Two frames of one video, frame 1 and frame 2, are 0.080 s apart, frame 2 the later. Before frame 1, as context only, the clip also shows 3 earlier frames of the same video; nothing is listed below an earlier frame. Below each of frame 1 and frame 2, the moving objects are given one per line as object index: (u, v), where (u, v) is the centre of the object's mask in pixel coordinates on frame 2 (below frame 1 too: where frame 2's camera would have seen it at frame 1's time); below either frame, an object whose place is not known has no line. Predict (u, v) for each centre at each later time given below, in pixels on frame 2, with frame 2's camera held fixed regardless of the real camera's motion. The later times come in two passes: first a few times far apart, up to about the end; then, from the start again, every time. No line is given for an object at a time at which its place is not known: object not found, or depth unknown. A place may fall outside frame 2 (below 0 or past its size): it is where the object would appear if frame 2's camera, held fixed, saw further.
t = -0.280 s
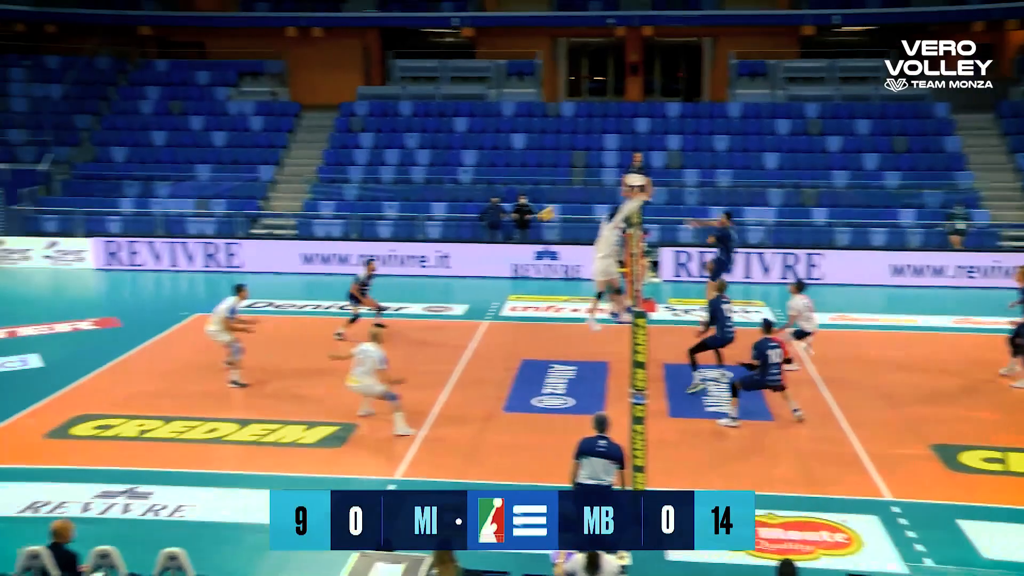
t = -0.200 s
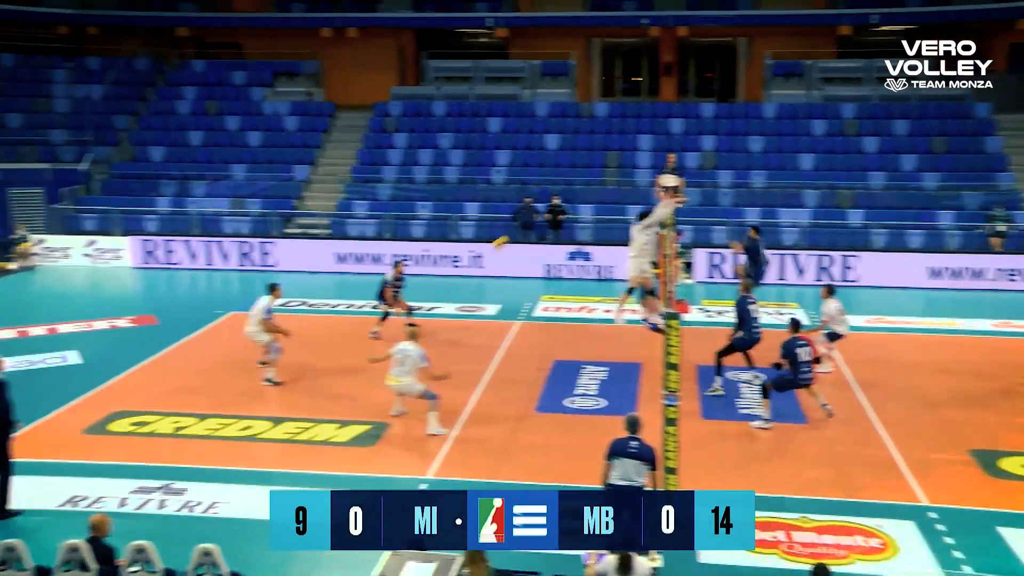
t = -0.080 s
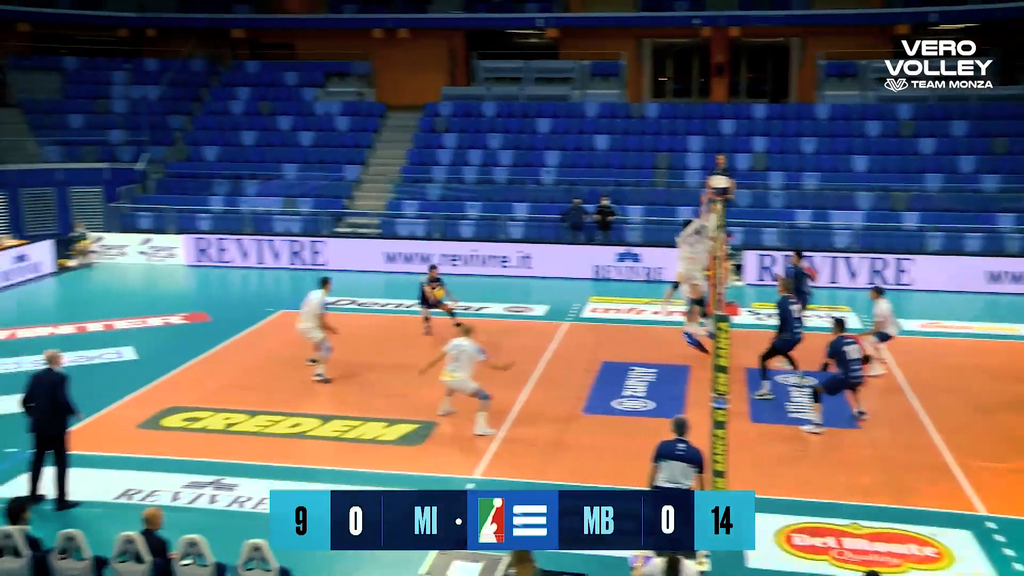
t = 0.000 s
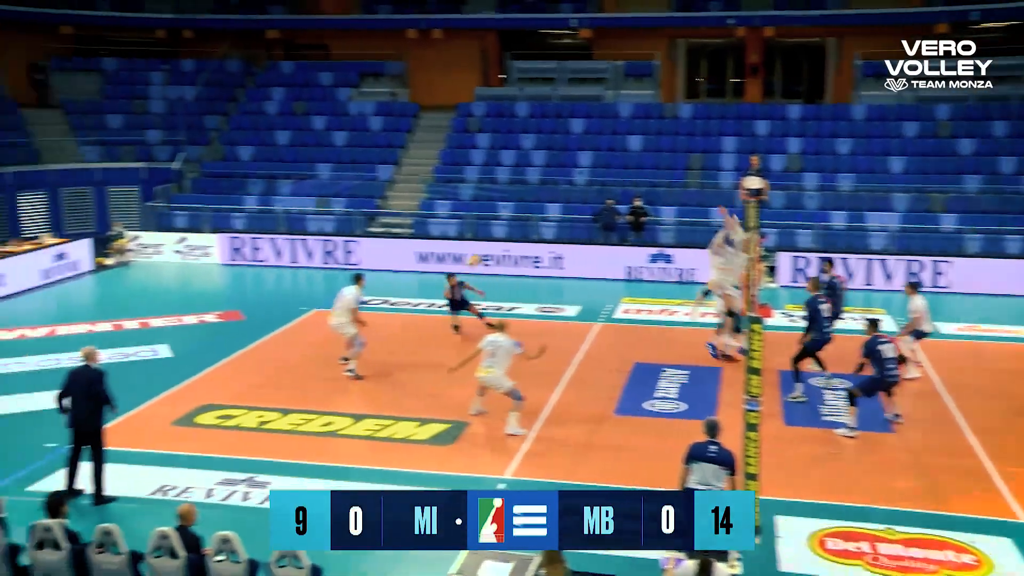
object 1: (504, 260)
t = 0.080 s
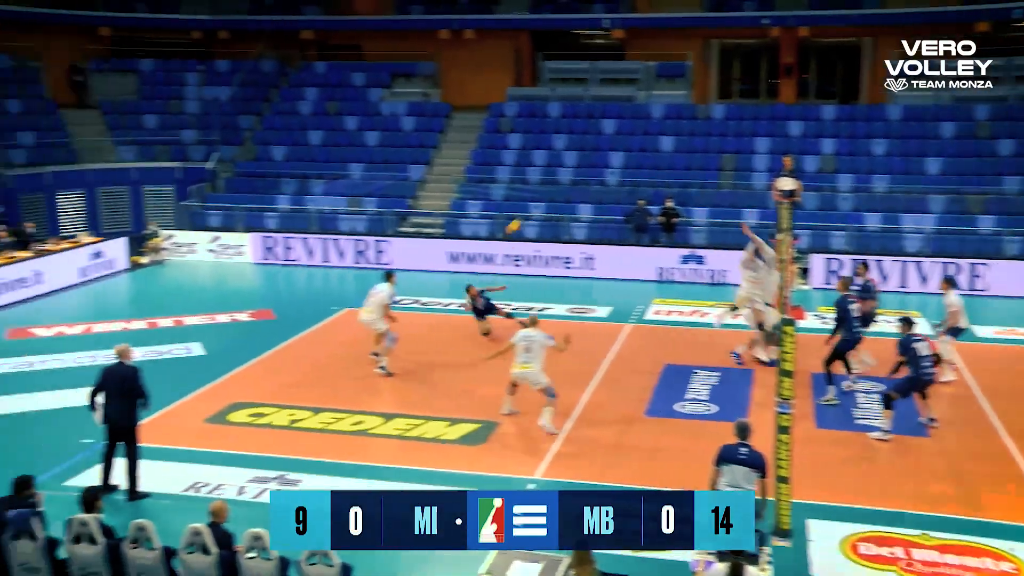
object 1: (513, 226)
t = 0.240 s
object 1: (534, 167)
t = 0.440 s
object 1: (558, 112)
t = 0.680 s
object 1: (586, 76)
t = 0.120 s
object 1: (519, 210)
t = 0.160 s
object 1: (524, 194)
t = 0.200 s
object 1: (529, 180)
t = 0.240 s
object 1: (534, 167)
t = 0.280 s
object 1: (539, 155)
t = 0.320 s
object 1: (544, 142)
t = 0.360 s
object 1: (548, 131)
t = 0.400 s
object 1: (553, 122)
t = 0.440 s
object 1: (558, 112)
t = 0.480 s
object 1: (563, 104)
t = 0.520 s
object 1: (567, 96)
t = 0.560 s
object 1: (572, 90)
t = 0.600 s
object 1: (577, 84)
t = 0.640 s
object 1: (581, 80)
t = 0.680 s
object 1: (586, 76)
